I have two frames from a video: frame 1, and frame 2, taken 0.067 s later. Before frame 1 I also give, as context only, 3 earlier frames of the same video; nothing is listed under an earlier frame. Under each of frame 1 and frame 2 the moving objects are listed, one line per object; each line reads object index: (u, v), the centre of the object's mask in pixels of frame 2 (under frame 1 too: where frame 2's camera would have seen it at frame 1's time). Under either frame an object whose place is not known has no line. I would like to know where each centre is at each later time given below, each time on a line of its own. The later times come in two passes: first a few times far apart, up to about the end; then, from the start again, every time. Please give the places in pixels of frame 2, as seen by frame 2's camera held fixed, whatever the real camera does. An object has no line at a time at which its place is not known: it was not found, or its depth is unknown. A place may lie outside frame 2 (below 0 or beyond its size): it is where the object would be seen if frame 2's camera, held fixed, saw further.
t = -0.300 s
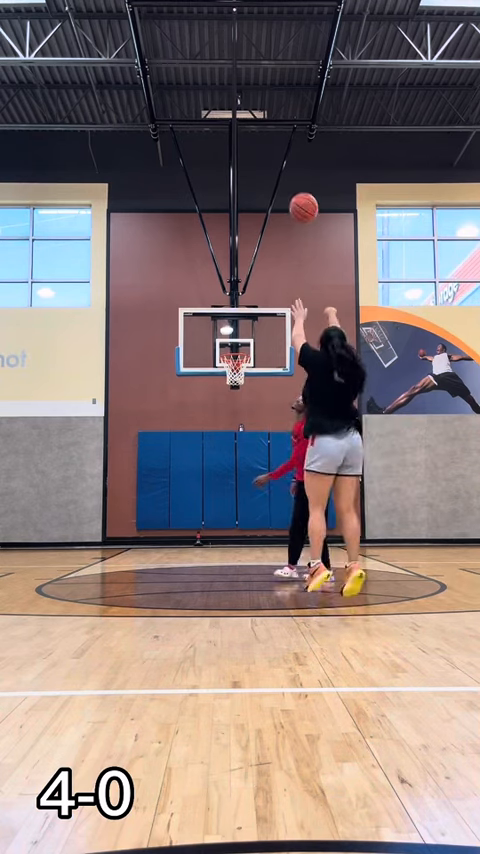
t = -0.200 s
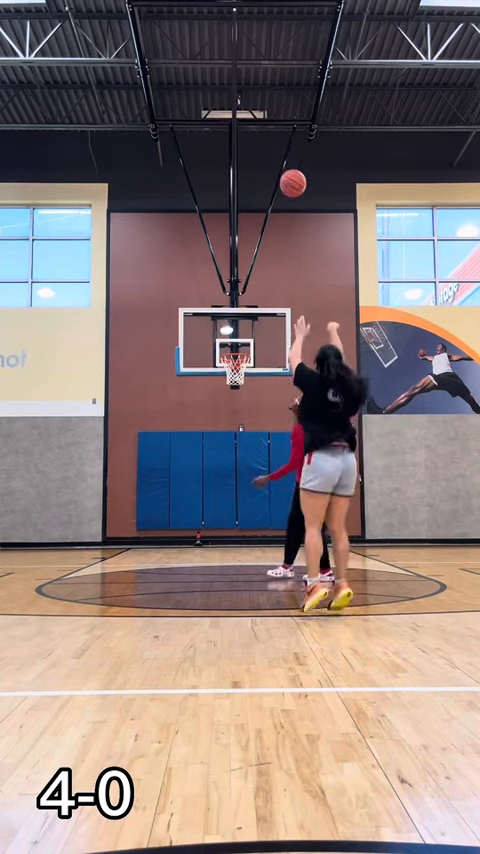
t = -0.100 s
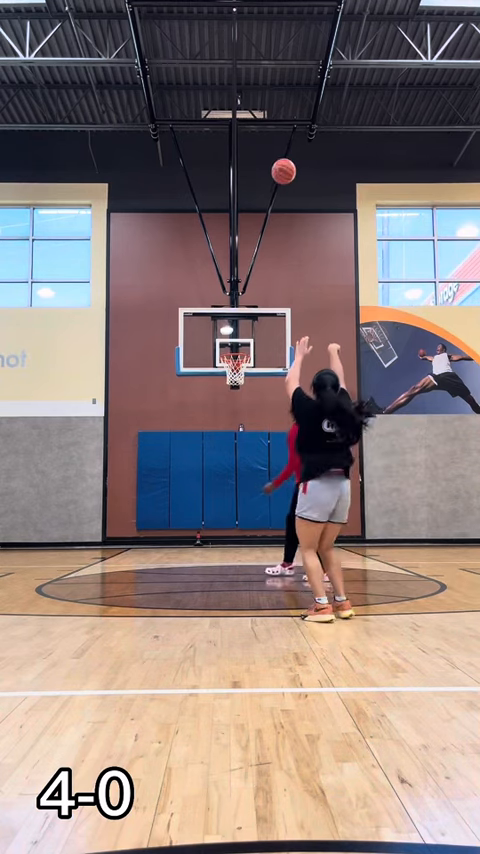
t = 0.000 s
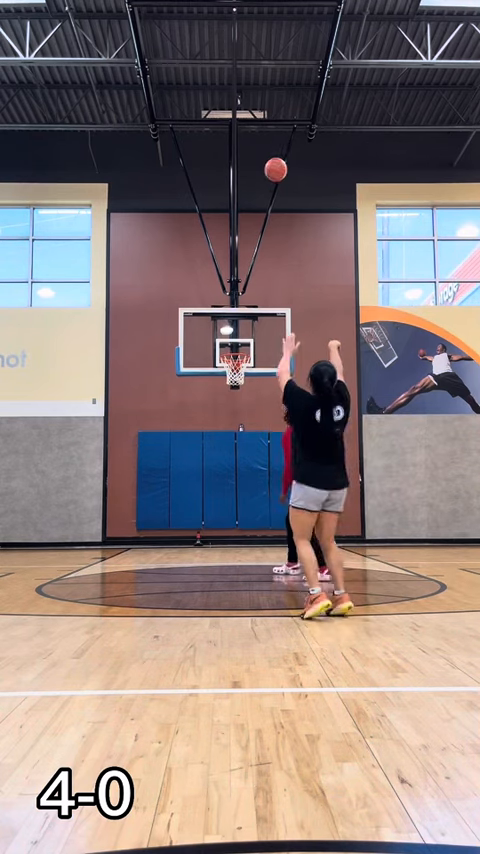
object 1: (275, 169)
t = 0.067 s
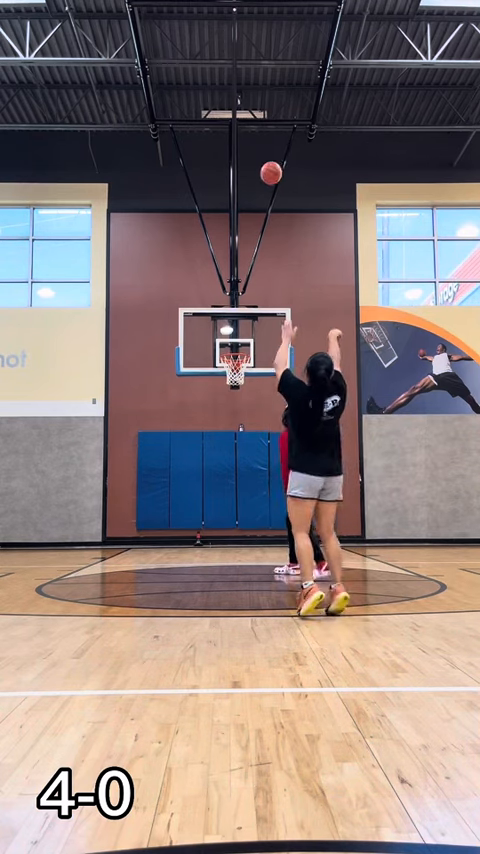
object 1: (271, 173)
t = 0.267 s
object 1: (259, 201)
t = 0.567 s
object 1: (247, 280)
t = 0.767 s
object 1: (240, 349)
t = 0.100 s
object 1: (269, 176)
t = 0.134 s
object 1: (267, 179)
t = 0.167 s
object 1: (265, 184)
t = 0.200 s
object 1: (263, 189)
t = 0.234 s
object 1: (261, 194)
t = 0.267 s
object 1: (259, 201)
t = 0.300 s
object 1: (257, 208)
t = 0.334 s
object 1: (256, 215)
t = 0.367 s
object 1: (254, 223)
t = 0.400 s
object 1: (253, 231)
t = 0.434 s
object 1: (251, 240)
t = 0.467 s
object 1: (250, 250)
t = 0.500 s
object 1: (249, 259)
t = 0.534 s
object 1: (247, 270)
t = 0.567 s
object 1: (247, 280)
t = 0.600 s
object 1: (245, 292)
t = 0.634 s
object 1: (244, 302)
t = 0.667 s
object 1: (242, 314)
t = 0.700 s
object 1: (243, 327)
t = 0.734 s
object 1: (241, 339)
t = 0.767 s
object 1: (240, 349)
